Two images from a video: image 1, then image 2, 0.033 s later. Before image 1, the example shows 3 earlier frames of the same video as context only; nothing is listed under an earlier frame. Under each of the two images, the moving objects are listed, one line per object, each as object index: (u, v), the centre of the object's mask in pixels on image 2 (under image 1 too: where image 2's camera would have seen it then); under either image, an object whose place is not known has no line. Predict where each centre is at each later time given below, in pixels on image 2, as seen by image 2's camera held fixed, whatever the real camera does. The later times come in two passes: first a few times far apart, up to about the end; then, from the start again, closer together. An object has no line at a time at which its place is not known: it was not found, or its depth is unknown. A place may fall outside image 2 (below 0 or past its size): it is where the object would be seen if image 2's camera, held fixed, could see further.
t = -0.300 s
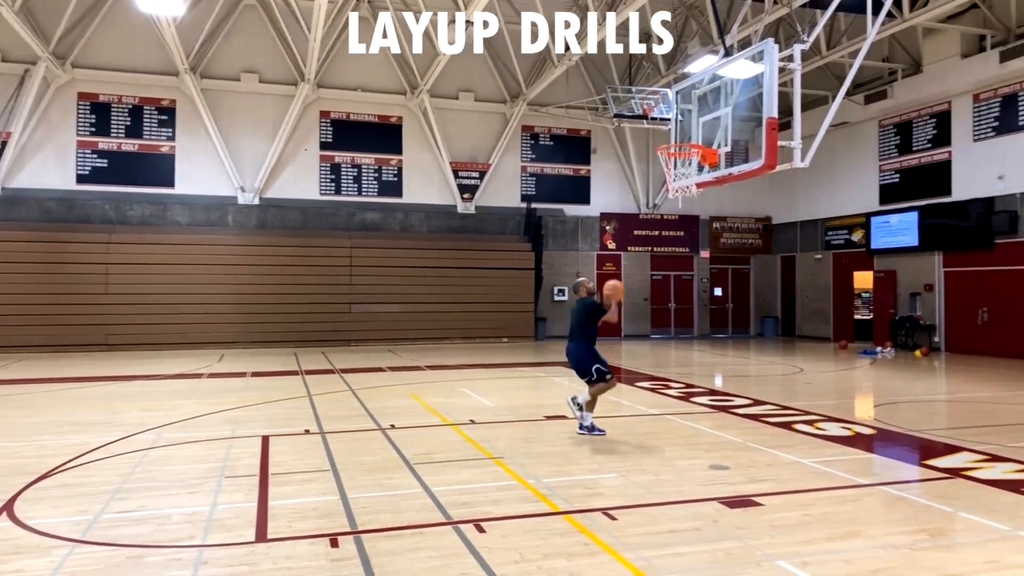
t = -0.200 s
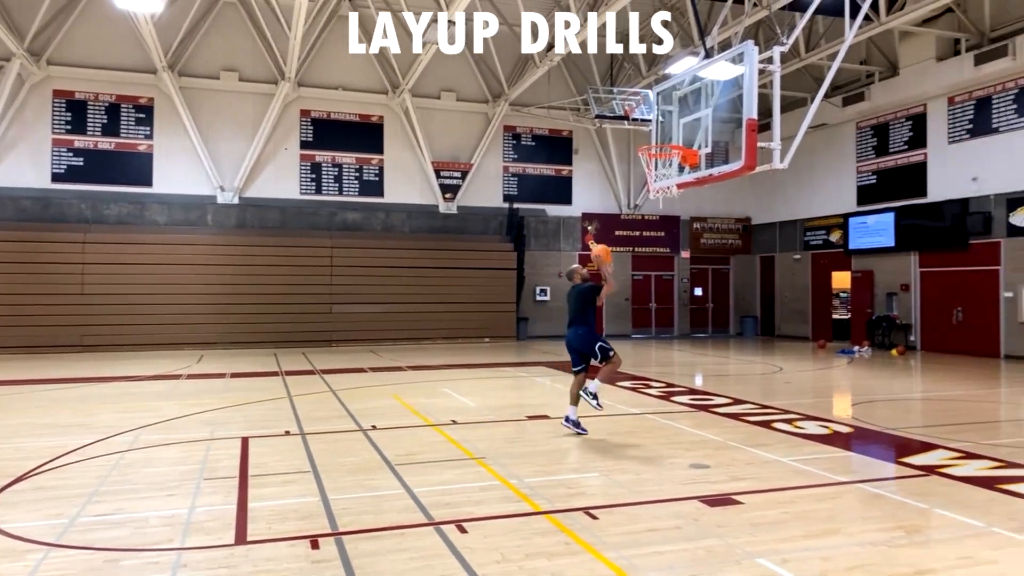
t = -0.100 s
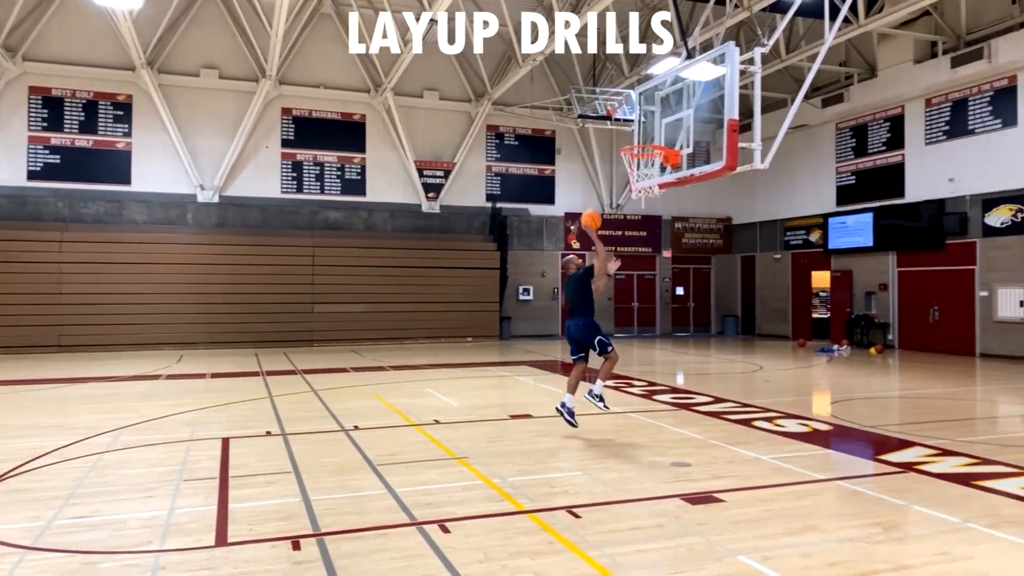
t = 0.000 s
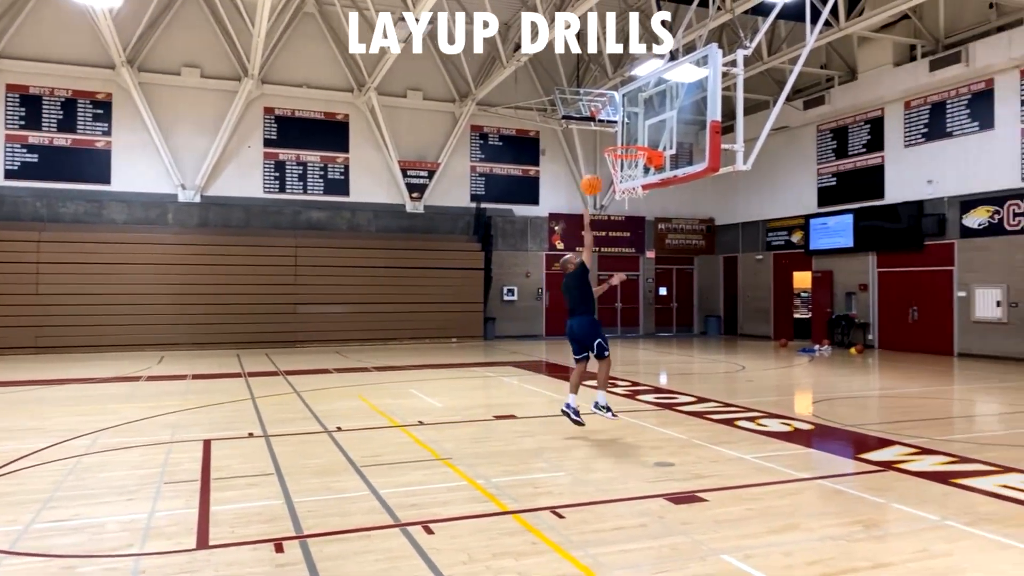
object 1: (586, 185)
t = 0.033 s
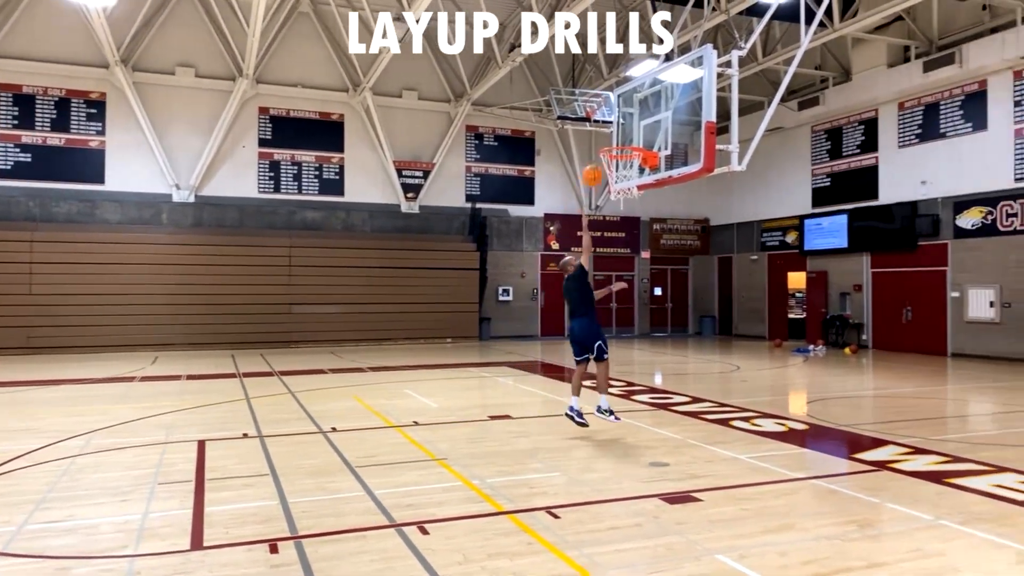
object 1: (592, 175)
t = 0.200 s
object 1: (622, 139)
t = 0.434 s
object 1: (620, 139)
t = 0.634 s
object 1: (607, 178)
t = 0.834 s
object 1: (602, 219)
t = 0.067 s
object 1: (596, 168)
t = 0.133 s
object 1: (610, 145)
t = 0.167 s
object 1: (616, 142)
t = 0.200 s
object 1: (622, 139)
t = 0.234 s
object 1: (627, 136)
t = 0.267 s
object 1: (633, 133)
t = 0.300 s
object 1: (631, 133)
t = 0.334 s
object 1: (629, 133)
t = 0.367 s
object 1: (626, 135)
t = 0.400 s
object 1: (624, 137)
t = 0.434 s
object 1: (620, 139)
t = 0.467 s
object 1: (617, 143)
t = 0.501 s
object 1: (616, 144)
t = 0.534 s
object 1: (614, 159)
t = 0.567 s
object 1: (609, 165)
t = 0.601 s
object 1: (607, 172)
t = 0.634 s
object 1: (607, 178)
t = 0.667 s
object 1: (607, 182)
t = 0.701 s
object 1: (607, 188)
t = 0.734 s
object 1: (606, 194)
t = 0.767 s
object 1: (606, 201)
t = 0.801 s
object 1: (603, 210)
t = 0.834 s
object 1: (602, 219)
